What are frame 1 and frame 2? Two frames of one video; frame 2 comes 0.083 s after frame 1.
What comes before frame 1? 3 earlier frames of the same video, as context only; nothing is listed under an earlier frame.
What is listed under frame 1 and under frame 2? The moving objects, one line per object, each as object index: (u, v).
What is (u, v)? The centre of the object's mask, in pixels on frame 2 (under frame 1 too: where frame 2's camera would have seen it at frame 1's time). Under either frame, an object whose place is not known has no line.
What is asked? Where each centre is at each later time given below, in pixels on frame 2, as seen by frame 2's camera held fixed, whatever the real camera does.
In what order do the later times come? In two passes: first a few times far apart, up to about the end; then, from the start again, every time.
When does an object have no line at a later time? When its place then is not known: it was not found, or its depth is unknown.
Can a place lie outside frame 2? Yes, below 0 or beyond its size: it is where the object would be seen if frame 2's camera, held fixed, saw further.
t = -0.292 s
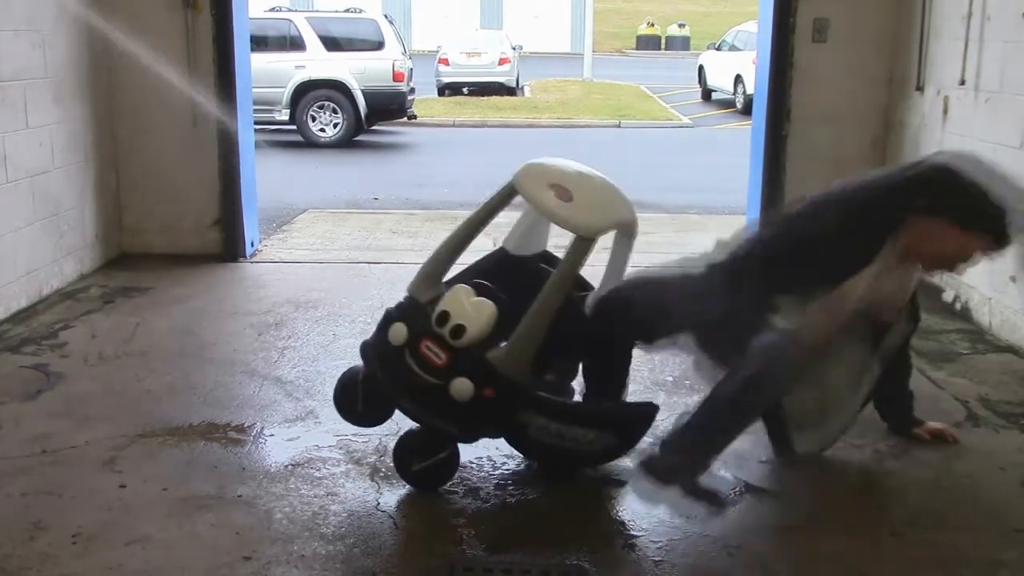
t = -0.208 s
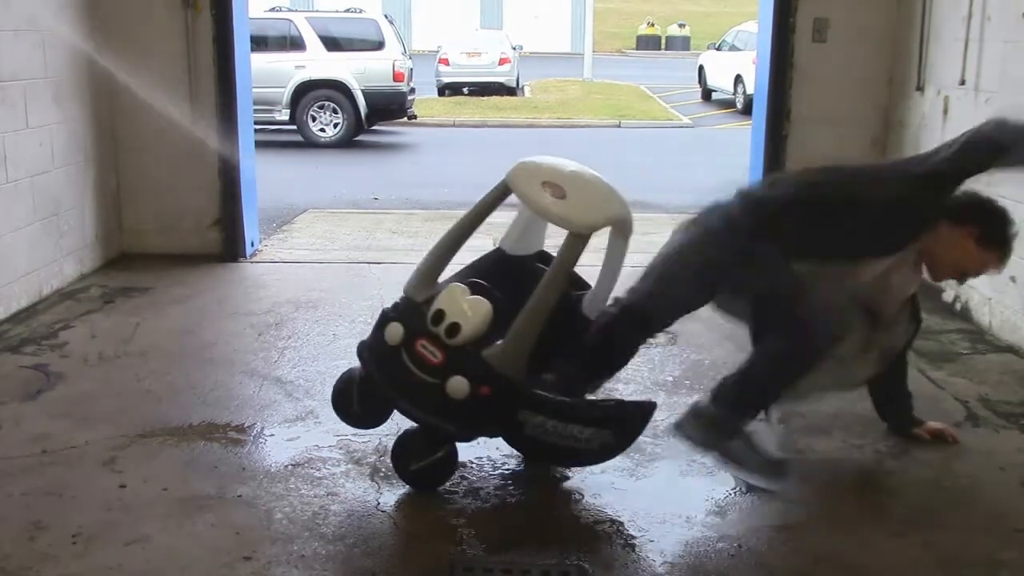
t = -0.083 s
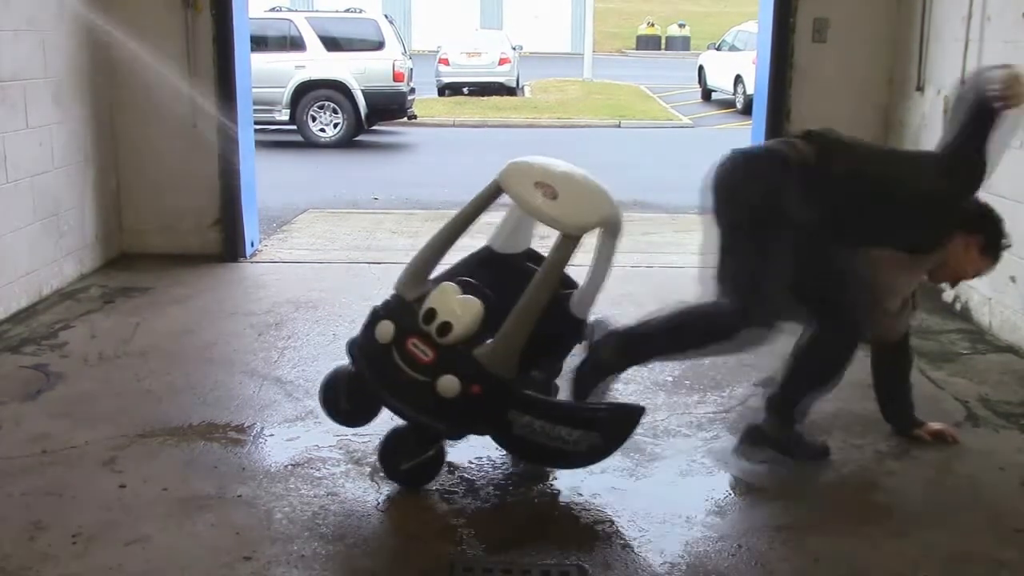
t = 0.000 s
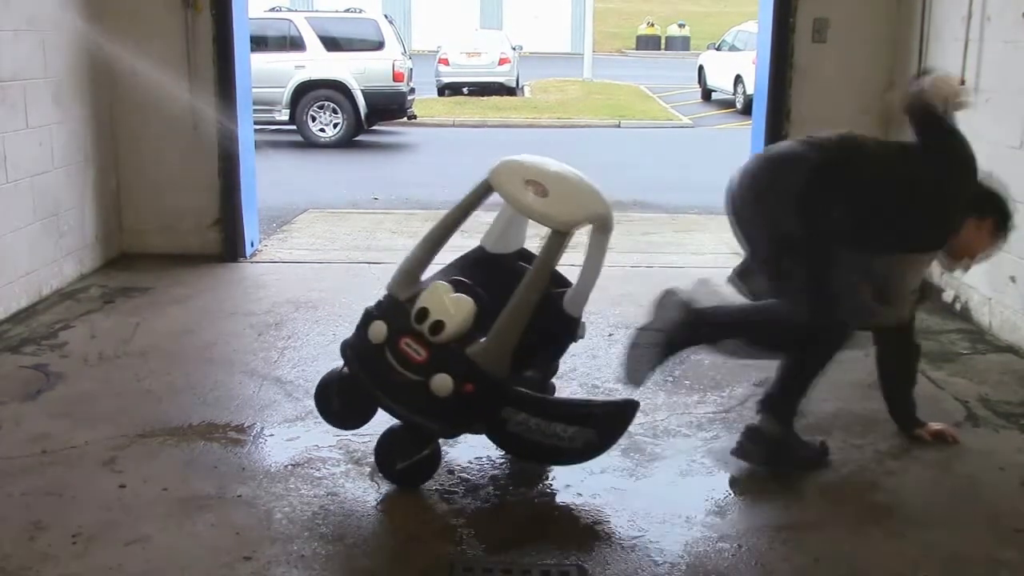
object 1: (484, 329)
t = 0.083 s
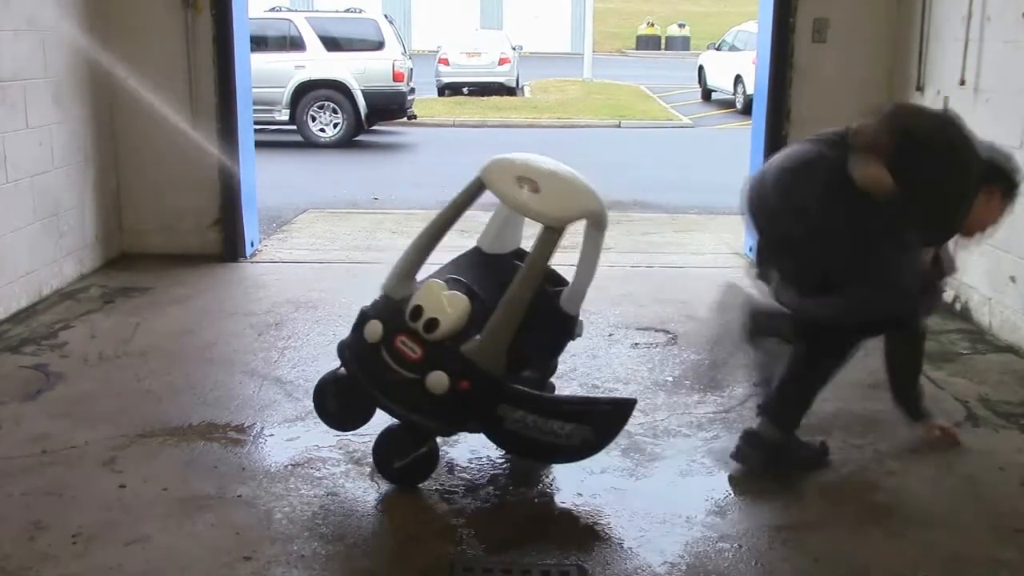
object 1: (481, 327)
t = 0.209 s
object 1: (476, 325)
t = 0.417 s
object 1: (469, 322)
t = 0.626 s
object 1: (457, 318)
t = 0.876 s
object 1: (435, 312)
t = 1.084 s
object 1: (440, 313)
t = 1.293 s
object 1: (453, 304)
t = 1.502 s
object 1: (452, 308)
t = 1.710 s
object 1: (456, 306)
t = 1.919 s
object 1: (460, 305)
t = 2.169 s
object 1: (464, 304)
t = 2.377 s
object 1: (467, 302)
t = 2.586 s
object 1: (471, 300)
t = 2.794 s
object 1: (474, 298)
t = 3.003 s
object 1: (478, 296)
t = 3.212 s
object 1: (482, 295)
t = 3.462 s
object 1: (487, 292)
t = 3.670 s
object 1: (490, 291)
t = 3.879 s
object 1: (494, 288)
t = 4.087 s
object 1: (498, 287)
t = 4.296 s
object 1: (501, 285)
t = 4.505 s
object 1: (505, 283)
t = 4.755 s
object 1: (508, 282)
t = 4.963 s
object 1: (510, 281)
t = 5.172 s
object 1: (511, 280)
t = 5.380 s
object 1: (511, 280)
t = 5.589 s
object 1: (511, 280)
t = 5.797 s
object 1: (511, 280)
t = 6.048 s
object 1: (511, 281)
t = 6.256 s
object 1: (511, 281)
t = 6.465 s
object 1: (511, 281)
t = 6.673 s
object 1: (511, 281)
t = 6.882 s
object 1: (511, 281)
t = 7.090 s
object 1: (511, 281)
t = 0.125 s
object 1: (479, 326)
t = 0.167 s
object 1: (478, 326)
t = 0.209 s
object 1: (476, 325)
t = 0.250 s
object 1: (475, 325)
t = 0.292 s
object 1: (474, 324)
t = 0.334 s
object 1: (472, 323)
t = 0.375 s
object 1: (471, 323)
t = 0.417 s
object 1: (469, 322)
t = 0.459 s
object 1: (467, 321)
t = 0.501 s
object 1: (465, 321)
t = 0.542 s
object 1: (463, 320)
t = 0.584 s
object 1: (460, 319)
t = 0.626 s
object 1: (457, 318)
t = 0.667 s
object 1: (455, 318)
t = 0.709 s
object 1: (451, 317)
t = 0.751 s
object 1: (446, 317)
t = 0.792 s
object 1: (441, 318)
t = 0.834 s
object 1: (439, 314)
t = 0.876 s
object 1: (435, 312)
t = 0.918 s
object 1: (434, 311)
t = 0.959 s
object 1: (433, 311)
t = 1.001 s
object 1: (434, 311)
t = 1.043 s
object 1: (436, 311)
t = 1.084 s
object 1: (440, 313)
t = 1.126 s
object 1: (442, 312)
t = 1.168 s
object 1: (445, 312)
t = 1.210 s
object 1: (446, 312)
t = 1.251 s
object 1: (453, 305)
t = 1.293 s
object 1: (453, 304)
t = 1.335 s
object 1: (453, 304)
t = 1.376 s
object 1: (449, 309)
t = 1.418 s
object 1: (451, 309)
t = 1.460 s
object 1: (452, 308)
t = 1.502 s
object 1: (452, 308)
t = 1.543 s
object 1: (452, 308)
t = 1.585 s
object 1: (453, 307)
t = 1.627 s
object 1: (454, 308)
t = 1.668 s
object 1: (455, 307)
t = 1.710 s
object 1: (456, 306)
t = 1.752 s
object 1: (457, 306)
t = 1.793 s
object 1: (457, 306)
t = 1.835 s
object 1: (458, 305)
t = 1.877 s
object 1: (459, 305)
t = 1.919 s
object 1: (460, 305)
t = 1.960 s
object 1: (460, 305)
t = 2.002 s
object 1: (461, 304)
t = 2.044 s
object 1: (462, 304)
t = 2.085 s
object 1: (462, 304)
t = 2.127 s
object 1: (463, 304)
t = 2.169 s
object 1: (464, 304)
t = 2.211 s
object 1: (464, 303)
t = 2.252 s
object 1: (465, 303)
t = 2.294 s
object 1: (466, 302)
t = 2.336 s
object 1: (467, 302)
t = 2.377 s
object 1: (467, 302)
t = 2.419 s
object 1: (468, 302)
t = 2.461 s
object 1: (469, 301)
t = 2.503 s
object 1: (475, 295)
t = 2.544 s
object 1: (470, 300)
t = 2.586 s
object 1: (471, 300)
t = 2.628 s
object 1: (472, 299)
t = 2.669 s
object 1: (472, 300)
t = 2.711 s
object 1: (473, 298)
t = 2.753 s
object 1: (474, 299)
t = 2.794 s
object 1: (474, 298)
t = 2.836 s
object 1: (475, 297)
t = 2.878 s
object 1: (476, 297)
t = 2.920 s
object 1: (477, 297)
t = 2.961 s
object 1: (478, 297)
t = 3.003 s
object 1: (478, 296)
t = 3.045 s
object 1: (479, 296)
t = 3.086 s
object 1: (480, 295)
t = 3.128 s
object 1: (480, 295)
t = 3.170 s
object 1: (481, 295)
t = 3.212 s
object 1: (482, 295)
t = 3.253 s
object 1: (482, 294)
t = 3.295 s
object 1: (483, 293)
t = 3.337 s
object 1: (484, 293)
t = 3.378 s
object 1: (485, 292)
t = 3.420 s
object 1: (486, 292)
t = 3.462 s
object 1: (487, 292)
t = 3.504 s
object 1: (487, 292)
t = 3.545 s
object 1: (488, 291)
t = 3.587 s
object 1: (489, 291)
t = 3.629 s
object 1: (489, 291)
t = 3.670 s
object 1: (490, 291)
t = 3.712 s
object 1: (491, 290)
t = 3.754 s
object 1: (492, 290)
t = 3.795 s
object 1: (493, 289)
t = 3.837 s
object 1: (493, 289)
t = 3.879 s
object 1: (494, 288)
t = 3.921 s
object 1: (495, 287)
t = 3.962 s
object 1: (496, 287)
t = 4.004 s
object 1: (496, 287)
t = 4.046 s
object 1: (497, 287)
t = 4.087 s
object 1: (498, 287)
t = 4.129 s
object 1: (498, 286)
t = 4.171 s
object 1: (499, 286)
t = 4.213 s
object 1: (500, 285)
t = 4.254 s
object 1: (501, 285)
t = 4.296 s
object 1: (501, 285)
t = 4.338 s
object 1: (502, 284)
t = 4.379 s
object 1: (503, 284)
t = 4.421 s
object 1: (504, 284)
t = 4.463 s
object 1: (504, 284)
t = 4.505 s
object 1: (505, 283)
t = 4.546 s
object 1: (506, 283)
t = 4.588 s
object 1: (506, 283)
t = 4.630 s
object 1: (507, 283)
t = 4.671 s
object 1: (507, 282)
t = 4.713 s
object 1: (508, 282)
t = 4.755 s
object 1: (508, 282)
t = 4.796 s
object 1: (509, 282)
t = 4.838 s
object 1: (509, 281)
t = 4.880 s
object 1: (509, 281)
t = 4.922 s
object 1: (510, 281)
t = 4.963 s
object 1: (510, 281)
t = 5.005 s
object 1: (510, 281)
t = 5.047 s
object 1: (510, 281)
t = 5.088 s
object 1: (511, 281)
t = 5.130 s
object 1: (511, 280)
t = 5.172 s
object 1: (511, 280)
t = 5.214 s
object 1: (511, 280)
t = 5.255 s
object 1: (511, 280)
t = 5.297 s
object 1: (511, 280)
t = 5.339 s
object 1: (511, 280)
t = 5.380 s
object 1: (511, 280)
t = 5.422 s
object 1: (511, 280)
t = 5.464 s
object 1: (511, 280)
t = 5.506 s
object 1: (511, 280)
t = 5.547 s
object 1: (511, 280)
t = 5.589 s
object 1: (511, 280)
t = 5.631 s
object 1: (511, 280)
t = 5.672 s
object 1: (511, 280)
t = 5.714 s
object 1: (511, 280)
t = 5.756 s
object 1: (511, 280)
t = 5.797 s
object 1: (511, 280)
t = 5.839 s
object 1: (511, 281)
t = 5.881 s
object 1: (511, 280)
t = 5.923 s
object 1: (511, 281)
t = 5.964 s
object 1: (511, 281)
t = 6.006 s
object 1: (511, 281)
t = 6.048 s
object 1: (511, 281)
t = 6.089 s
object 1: (511, 281)
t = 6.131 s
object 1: (511, 281)
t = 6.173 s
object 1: (511, 281)
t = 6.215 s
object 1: (511, 281)
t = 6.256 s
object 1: (511, 281)
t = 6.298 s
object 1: (511, 281)
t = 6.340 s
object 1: (511, 281)
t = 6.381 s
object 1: (511, 281)
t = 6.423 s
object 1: (511, 281)
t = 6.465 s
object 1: (511, 281)
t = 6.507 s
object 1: (511, 281)
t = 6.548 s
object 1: (511, 281)
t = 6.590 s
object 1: (511, 281)
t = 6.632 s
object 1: (511, 281)
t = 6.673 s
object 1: (511, 281)
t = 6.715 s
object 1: (511, 281)
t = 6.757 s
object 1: (511, 281)
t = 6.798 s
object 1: (511, 281)
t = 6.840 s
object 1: (511, 281)
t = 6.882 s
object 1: (511, 281)
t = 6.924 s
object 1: (511, 281)
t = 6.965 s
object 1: (511, 281)
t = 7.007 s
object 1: (511, 281)
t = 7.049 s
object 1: (511, 282)
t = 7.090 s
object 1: (511, 281)
